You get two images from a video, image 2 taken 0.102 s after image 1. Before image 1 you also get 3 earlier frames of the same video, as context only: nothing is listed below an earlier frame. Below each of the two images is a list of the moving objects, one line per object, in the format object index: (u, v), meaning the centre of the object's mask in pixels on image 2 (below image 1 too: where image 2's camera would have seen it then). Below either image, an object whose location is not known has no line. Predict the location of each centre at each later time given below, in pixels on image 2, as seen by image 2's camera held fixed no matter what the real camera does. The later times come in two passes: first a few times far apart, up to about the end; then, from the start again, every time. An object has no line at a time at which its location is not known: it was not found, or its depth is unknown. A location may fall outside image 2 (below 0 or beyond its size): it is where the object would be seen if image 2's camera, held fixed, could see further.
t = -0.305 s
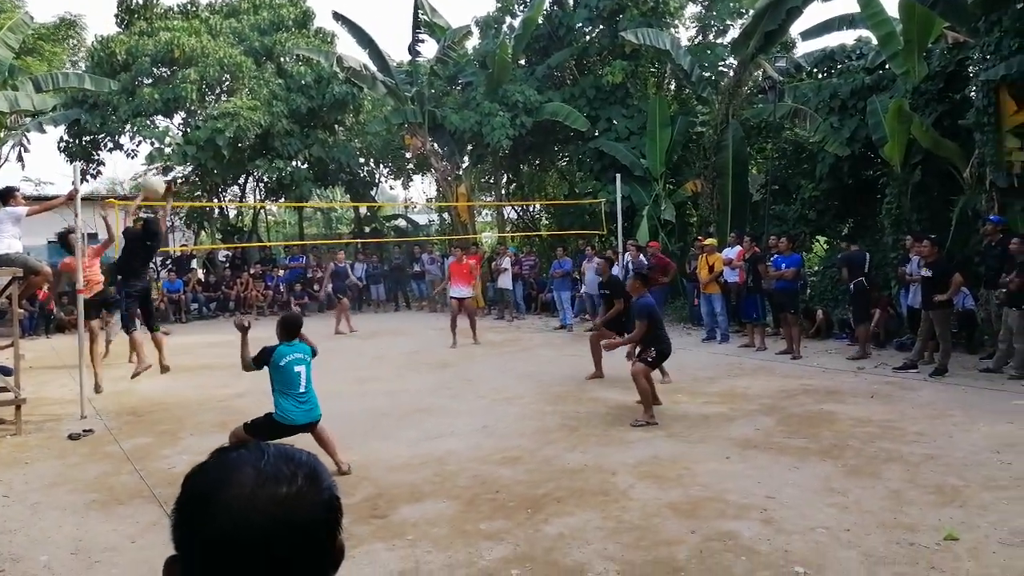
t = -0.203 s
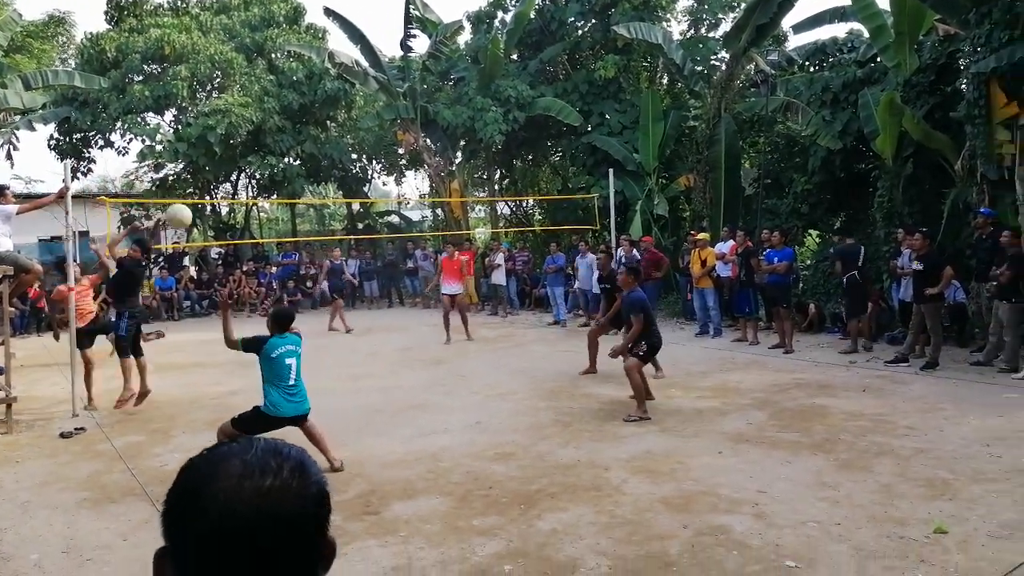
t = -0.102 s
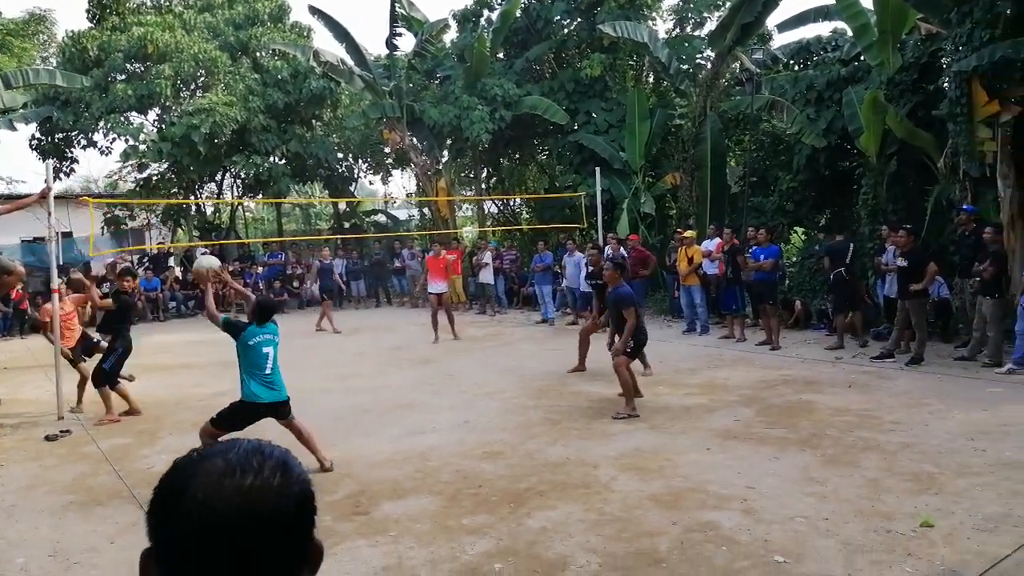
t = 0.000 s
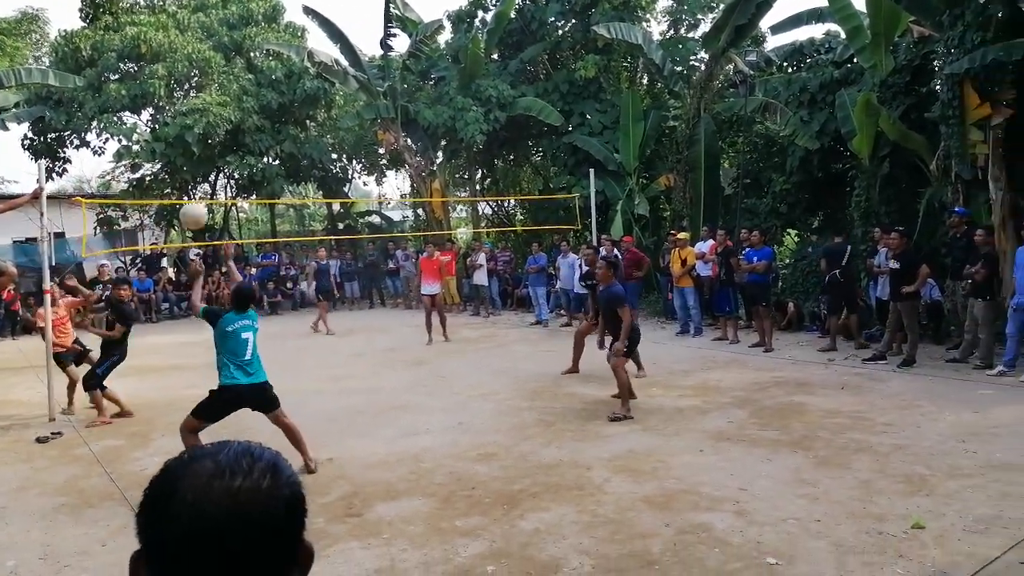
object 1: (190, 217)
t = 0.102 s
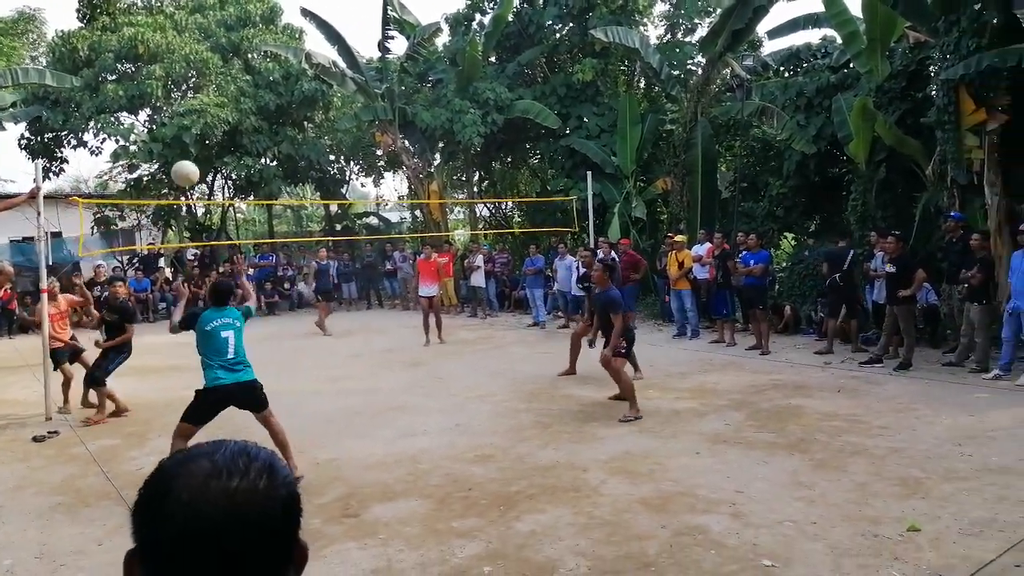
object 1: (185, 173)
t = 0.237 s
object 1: (178, 139)
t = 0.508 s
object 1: (173, 135)
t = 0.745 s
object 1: (173, 194)
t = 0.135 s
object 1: (183, 162)
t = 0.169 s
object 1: (182, 153)
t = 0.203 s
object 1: (179, 145)
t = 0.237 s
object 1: (178, 139)
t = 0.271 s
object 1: (176, 133)
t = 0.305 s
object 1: (177, 130)
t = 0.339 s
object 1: (175, 127)
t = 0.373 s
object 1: (175, 127)
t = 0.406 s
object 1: (174, 127)
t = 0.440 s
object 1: (174, 128)
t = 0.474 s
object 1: (173, 131)
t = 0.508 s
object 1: (173, 135)
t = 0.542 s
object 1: (172, 140)
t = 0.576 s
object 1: (172, 146)
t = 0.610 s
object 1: (172, 154)
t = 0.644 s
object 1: (172, 162)
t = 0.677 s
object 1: (172, 172)
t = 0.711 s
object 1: (172, 183)
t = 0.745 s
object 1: (173, 194)
